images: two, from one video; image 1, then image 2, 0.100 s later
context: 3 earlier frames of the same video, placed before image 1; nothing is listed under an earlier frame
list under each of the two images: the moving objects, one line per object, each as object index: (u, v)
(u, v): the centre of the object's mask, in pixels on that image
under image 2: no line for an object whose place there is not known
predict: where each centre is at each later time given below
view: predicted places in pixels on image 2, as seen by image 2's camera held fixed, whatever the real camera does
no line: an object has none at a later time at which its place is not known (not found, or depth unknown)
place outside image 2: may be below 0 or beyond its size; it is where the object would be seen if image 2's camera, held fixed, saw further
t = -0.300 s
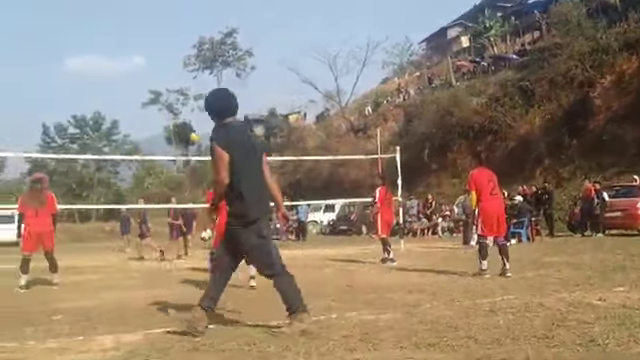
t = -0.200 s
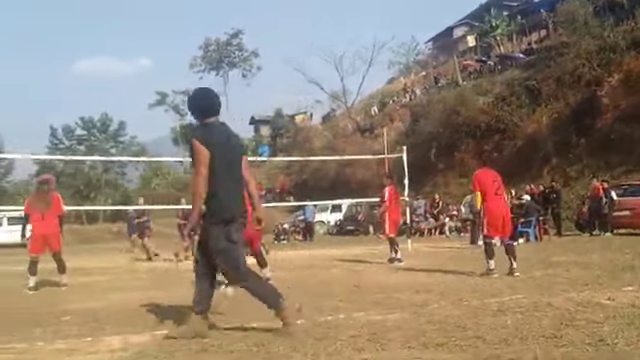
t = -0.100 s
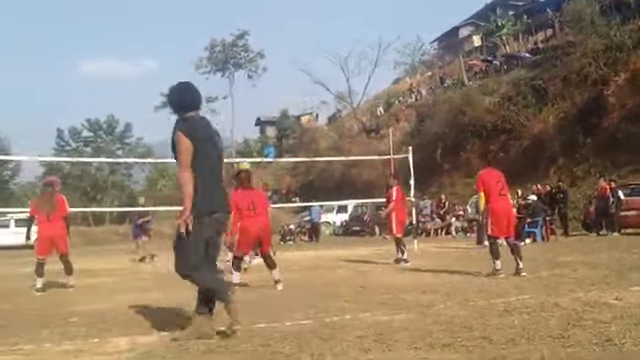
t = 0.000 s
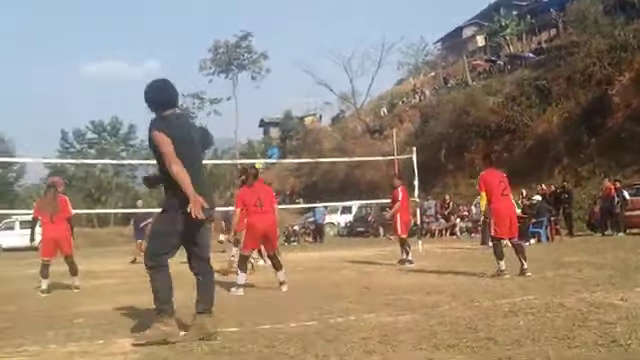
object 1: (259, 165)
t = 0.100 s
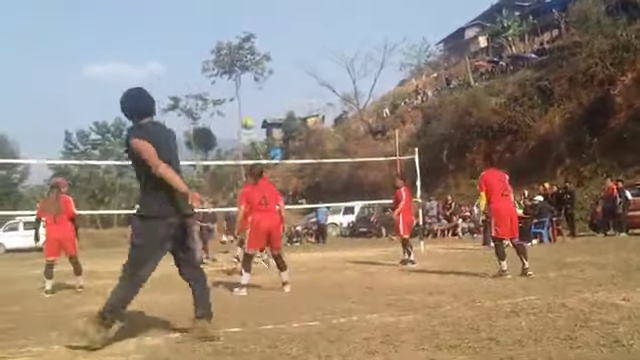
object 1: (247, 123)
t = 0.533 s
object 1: (192, 8)
